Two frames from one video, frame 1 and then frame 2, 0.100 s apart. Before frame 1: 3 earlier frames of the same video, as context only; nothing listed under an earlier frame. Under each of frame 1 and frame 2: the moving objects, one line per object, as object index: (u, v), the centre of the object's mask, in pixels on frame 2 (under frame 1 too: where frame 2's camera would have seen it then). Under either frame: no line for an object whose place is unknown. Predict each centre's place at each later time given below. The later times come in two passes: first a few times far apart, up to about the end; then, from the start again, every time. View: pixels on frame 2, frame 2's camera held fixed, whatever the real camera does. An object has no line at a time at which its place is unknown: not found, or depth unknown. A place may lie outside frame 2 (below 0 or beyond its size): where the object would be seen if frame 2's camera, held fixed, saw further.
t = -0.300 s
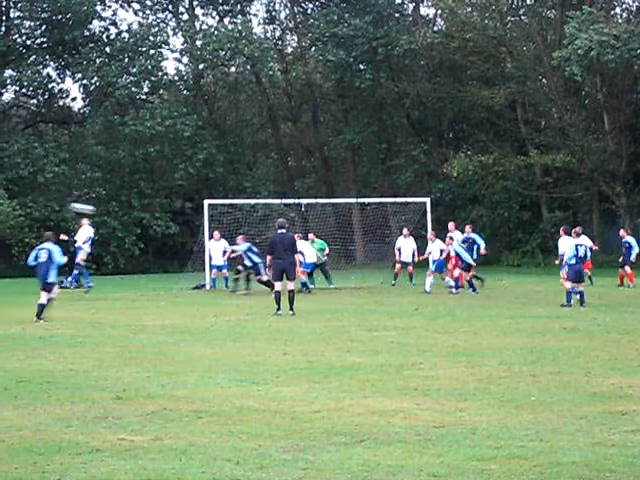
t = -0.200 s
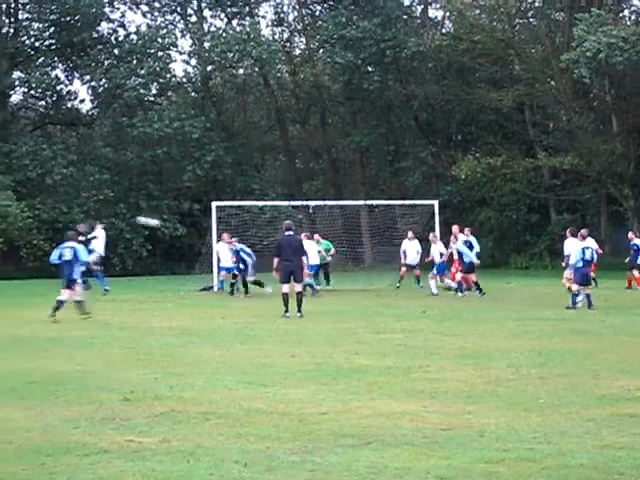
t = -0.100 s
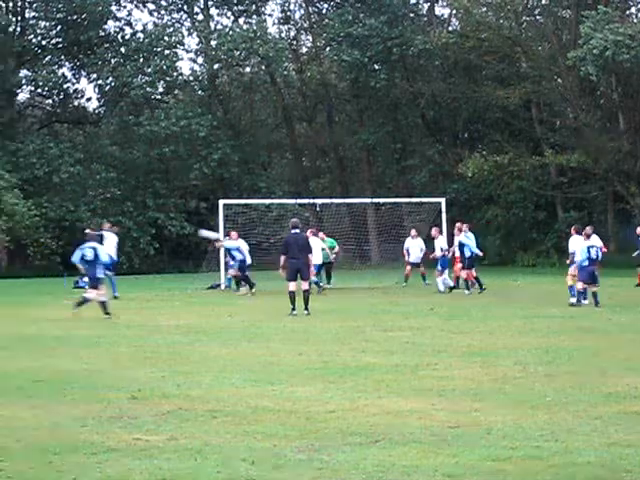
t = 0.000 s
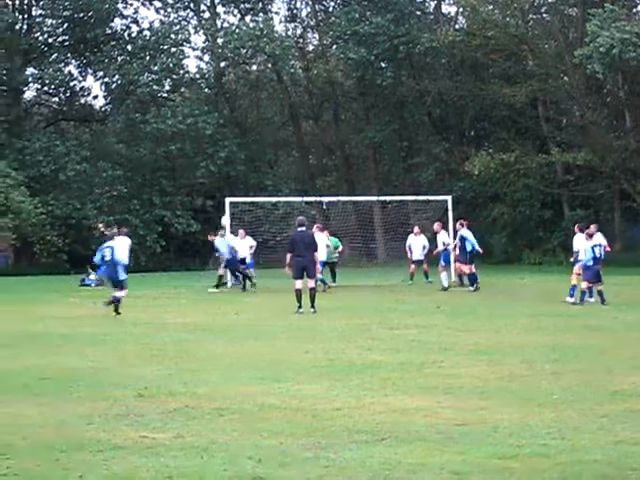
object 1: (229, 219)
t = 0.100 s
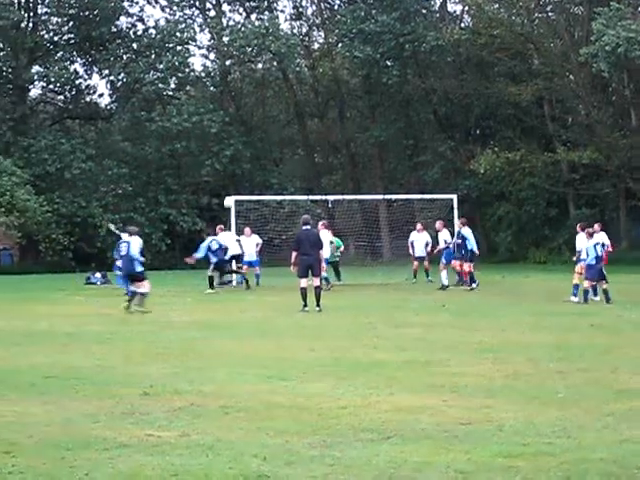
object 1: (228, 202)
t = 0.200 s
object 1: (227, 188)
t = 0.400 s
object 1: (231, 171)
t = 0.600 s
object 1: (241, 176)
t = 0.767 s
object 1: (253, 193)
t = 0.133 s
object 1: (227, 197)
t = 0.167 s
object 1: (227, 192)
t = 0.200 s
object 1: (227, 188)
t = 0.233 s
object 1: (227, 184)
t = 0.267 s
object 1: (227, 181)
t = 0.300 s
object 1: (227, 178)
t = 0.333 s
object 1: (228, 176)
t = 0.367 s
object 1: (230, 173)
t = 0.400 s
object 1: (231, 171)
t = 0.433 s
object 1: (232, 171)
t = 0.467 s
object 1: (233, 171)
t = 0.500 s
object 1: (235, 171)
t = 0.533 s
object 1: (237, 172)
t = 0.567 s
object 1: (238, 174)
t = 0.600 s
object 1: (241, 176)
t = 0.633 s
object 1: (243, 179)
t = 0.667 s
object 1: (245, 181)
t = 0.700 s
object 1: (248, 185)
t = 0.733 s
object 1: (251, 189)
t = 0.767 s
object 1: (253, 193)
